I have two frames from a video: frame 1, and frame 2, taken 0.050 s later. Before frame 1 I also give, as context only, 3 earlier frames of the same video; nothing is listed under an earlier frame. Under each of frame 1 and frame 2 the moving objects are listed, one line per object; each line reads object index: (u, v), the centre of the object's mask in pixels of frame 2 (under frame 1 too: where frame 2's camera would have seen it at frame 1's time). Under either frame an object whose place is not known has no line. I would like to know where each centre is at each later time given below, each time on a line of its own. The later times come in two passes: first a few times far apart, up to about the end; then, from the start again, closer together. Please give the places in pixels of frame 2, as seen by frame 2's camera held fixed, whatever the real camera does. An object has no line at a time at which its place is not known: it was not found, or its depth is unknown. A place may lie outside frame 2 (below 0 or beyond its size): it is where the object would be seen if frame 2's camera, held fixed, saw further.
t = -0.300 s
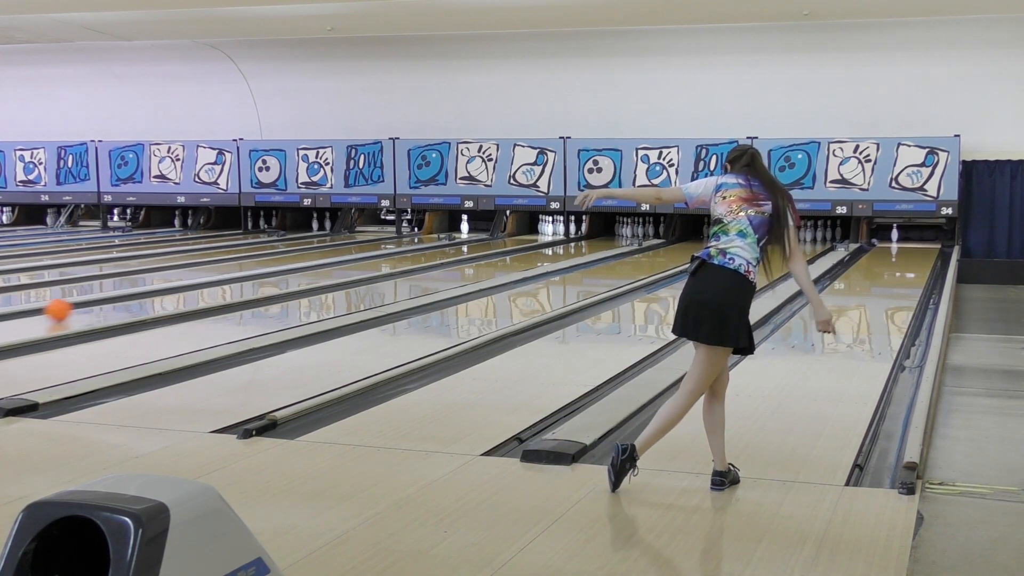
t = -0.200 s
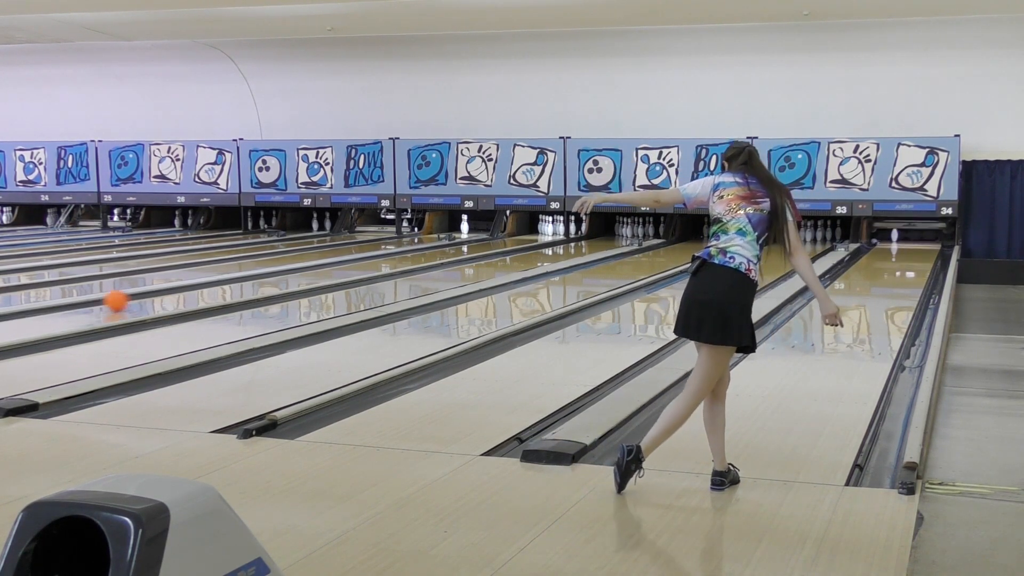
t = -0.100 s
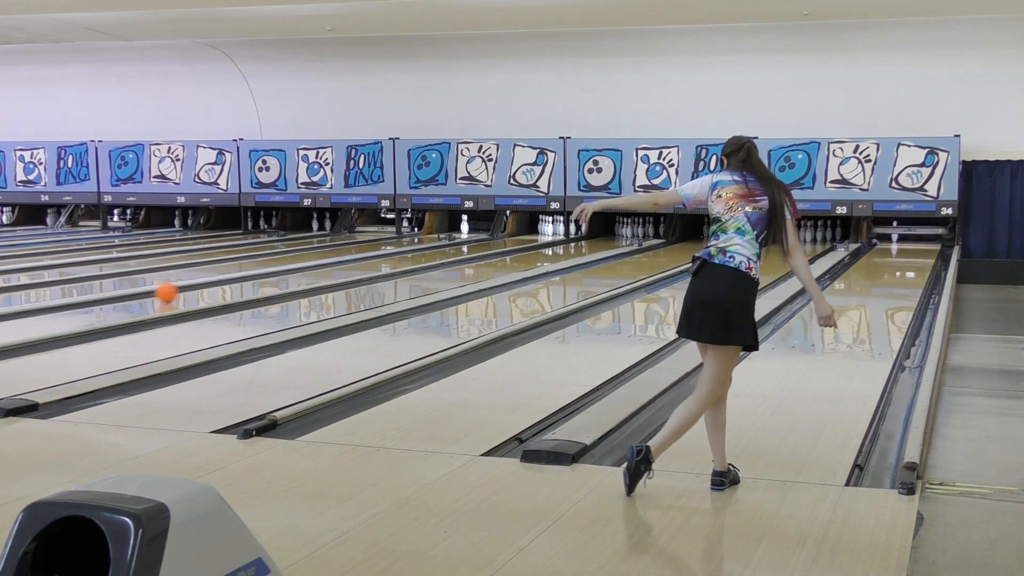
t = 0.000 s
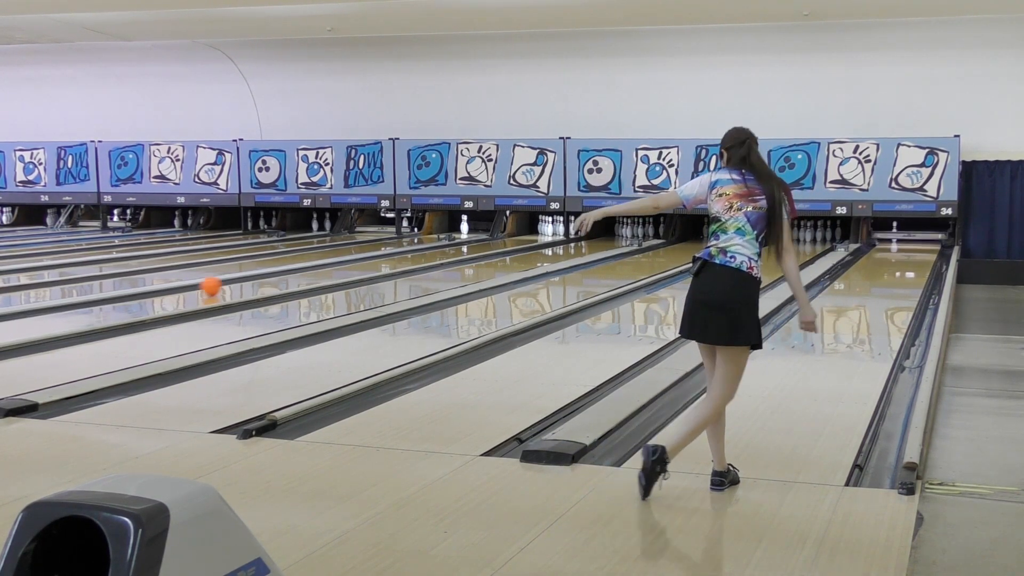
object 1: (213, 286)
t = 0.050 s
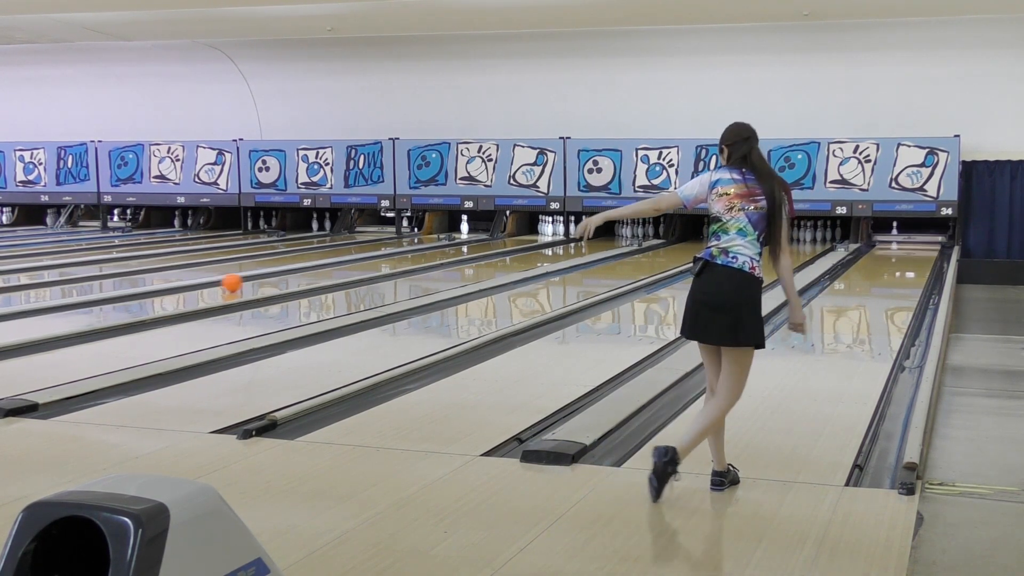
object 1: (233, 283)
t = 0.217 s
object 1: (294, 274)
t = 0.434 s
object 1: (358, 263)
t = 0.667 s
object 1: (416, 254)
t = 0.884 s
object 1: (460, 246)
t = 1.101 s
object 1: (498, 240)
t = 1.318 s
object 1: (529, 234)
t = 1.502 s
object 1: (552, 231)
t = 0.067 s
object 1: (240, 283)
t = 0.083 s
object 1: (246, 282)
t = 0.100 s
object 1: (253, 280)
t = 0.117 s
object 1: (259, 279)
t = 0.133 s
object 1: (264, 278)
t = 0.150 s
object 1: (271, 278)
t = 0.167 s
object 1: (277, 277)
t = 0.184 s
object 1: (283, 276)
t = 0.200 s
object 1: (289, 275)
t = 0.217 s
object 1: (294, 274)
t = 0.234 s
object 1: (302, 273)
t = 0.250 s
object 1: (305, 272)
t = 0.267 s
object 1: (311, 271)
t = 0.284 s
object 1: (316, 271)
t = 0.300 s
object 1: (321, 270)
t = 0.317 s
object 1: (326, 269)
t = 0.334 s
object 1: (331, 268)
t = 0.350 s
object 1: (335, 267)
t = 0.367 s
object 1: (341, 266)
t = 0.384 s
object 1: (345, 265)
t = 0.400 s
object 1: (350, 265)
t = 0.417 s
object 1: (354, 263)
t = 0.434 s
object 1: (358, 263)
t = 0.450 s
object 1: (364, 262)
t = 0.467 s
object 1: (368, 261)
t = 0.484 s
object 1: (372, 261)
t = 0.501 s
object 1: (376, 260)
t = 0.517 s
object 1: (381, 259)
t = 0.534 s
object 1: (385, 258)
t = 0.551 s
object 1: (389, 258)
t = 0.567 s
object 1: (393, 257)
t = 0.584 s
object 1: (398, 256)
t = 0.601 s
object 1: (402, 256)
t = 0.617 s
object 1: (405, 255)
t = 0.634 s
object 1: (410, 255)
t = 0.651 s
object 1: (413, 254)
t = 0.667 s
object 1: (416, 254)
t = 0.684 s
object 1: (420, 253)
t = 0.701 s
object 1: (424, 252)
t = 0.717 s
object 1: (427, 251)
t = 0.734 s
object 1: (431, 251)
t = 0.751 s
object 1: (434, 250)
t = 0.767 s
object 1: (437, 250)
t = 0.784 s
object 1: (441, 249)
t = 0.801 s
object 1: (444, 248)
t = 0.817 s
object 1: (448, 247)
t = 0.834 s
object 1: (451, 247)
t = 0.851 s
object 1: (454, 247)
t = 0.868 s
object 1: (457, 246)
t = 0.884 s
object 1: (460, 246)
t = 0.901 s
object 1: (463, 245)
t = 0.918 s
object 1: (467, 245)
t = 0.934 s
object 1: (470, 244)
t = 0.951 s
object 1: (473, 244)
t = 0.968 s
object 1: (475, 243)
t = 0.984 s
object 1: (478, 243)
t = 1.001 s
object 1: (481, 242)
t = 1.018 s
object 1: (484, 242)
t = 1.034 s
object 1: (487, 242)
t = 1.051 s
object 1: (490, 241)
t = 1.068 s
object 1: (493, 241)
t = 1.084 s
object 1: (495, 240)
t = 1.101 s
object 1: (498, 240)
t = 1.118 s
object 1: (501, 240)
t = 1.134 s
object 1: (503, 239)
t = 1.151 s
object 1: (505, 239)
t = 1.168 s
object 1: (508, 238)
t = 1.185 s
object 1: (510, 238)
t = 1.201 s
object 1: (513, 238)
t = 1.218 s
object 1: (515, 237)
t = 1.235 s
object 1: (518, 236)
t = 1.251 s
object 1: (520, 236)
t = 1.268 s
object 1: (522, 235)
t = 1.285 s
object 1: (525, 235)
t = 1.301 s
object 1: (527, 235)
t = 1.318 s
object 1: (529, 234)
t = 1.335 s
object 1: (532, 234)
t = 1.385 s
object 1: (537, 233)
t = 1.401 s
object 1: (540, 232)
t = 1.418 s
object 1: (542, 232)
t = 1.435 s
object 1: (544, 232)
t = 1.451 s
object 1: (546, 232)
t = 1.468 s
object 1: (549, 231)
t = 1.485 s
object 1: (550, 231)
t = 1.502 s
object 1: (552, 231)
